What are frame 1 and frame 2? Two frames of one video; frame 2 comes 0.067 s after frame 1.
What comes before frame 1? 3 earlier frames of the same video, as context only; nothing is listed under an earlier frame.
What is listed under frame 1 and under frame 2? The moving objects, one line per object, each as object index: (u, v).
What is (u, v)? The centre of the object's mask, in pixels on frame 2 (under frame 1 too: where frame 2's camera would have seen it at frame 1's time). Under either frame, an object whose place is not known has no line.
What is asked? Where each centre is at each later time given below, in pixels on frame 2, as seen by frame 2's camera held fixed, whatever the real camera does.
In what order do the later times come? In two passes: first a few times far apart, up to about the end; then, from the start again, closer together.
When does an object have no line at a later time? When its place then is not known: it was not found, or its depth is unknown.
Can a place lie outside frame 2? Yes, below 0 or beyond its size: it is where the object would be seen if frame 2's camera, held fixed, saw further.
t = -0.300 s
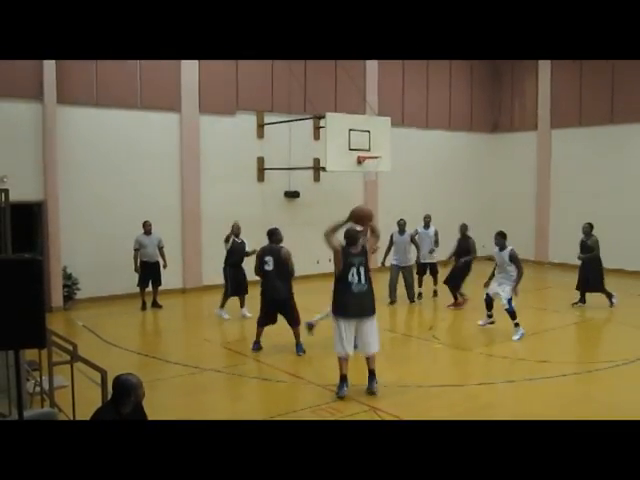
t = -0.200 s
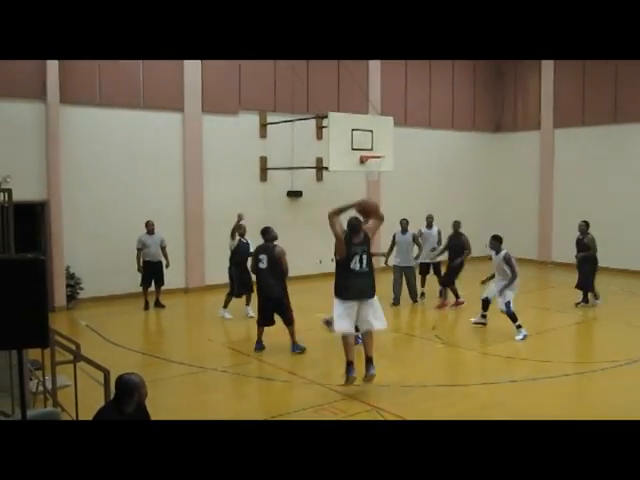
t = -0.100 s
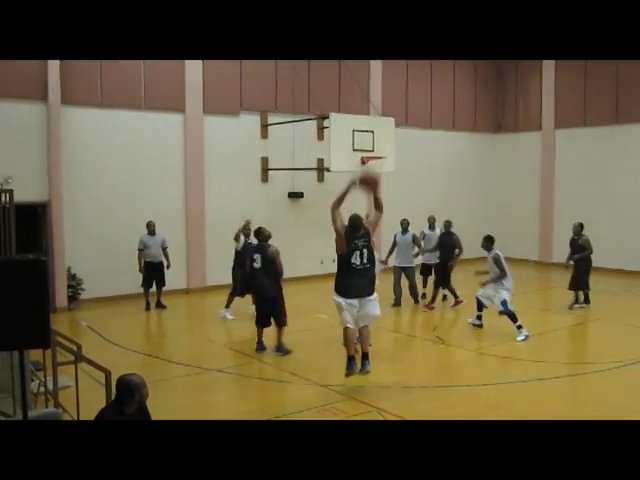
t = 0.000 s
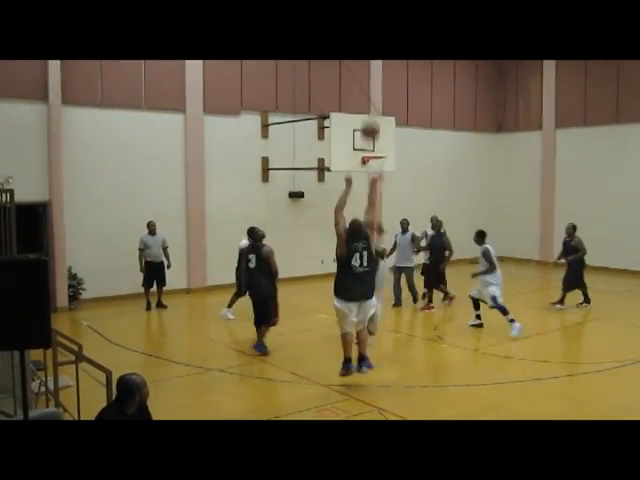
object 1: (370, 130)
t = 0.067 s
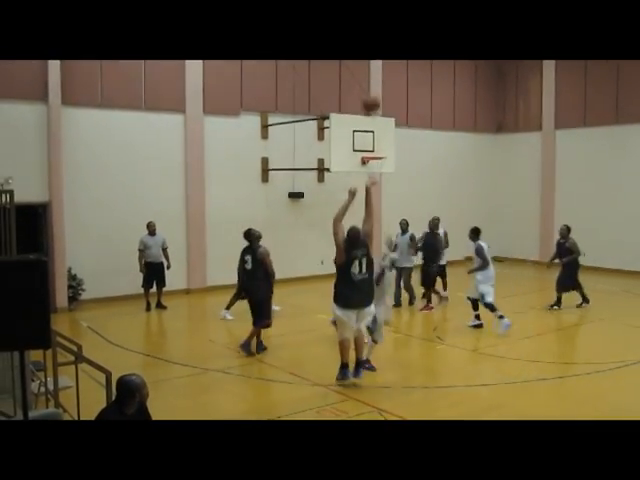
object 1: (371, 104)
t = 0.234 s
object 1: (374, 63)
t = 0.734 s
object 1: (379, 62)
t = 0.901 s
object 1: (379, 87)
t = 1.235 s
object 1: (375, 160)
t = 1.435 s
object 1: (365, 168)
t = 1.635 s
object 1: (370, 181)
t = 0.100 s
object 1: (372, 93)
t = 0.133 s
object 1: (372, 82)
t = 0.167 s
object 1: (373, 75)
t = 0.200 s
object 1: (373, 68)
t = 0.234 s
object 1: (374, 63)
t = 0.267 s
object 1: (375, 61)
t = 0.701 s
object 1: (378, 60)
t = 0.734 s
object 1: (379, 62)
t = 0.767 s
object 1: (379, 64)
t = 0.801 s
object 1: (379, 69)
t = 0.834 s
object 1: (379, 74)
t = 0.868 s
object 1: (379, 80)
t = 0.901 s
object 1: (379, 87)
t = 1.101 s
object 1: (381, 132)
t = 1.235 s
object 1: (375, 160)
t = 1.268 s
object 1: (367, 163)
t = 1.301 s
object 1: (366, 164)
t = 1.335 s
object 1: (365, 165)
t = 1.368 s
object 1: (365, 166)
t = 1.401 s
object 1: (365, 168)
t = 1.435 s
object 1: (365, 168)
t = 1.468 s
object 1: (365, 167)
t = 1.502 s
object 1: (366, 170)
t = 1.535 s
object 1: (367, 173)
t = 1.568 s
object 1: (368, 176)
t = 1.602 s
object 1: (369, 178)
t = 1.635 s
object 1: (370, 181)
